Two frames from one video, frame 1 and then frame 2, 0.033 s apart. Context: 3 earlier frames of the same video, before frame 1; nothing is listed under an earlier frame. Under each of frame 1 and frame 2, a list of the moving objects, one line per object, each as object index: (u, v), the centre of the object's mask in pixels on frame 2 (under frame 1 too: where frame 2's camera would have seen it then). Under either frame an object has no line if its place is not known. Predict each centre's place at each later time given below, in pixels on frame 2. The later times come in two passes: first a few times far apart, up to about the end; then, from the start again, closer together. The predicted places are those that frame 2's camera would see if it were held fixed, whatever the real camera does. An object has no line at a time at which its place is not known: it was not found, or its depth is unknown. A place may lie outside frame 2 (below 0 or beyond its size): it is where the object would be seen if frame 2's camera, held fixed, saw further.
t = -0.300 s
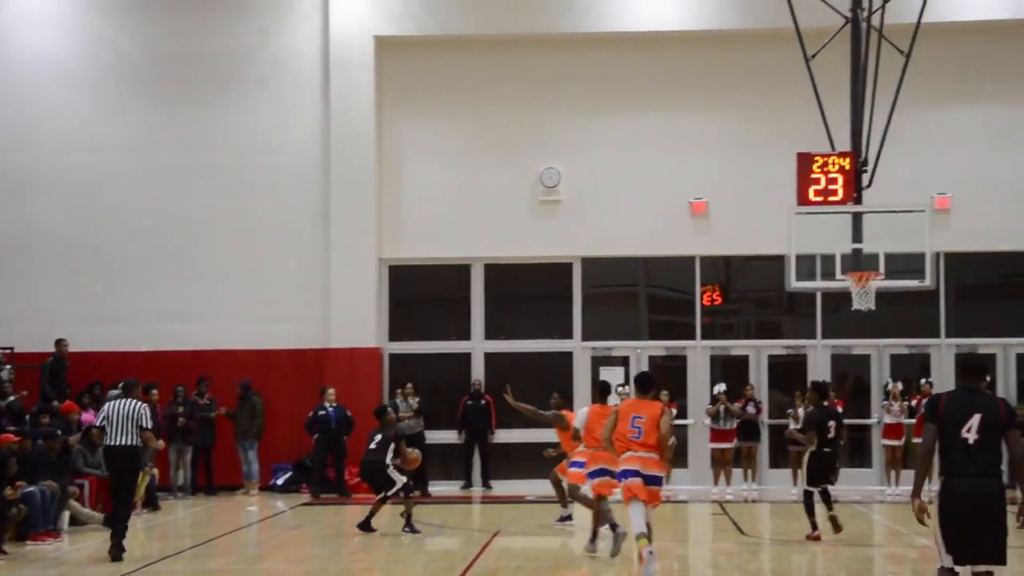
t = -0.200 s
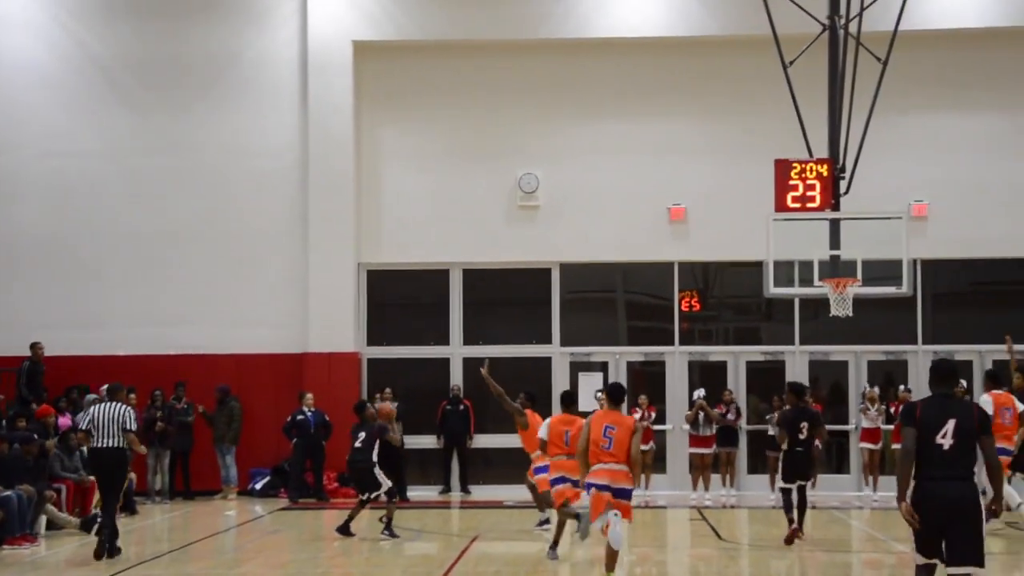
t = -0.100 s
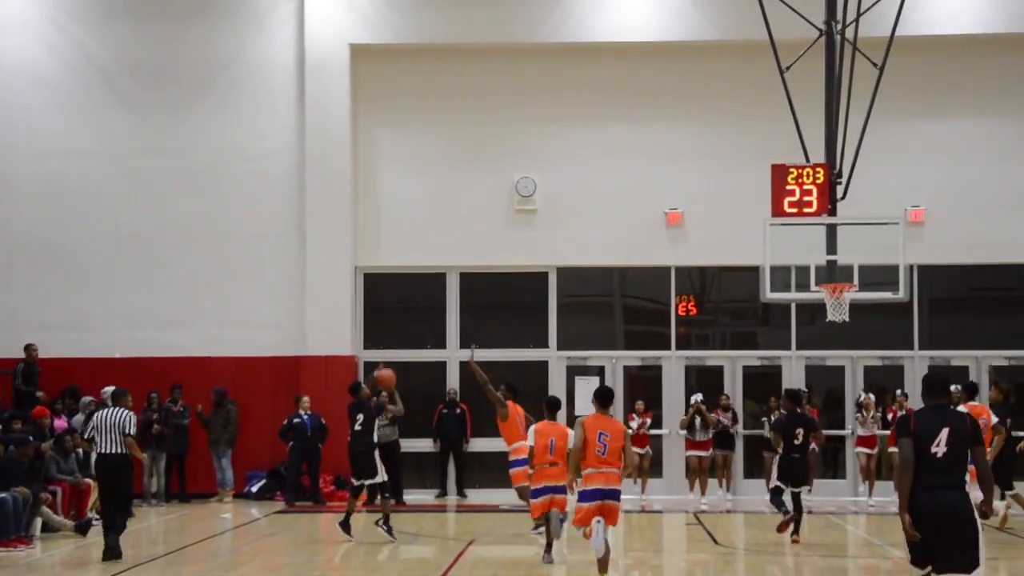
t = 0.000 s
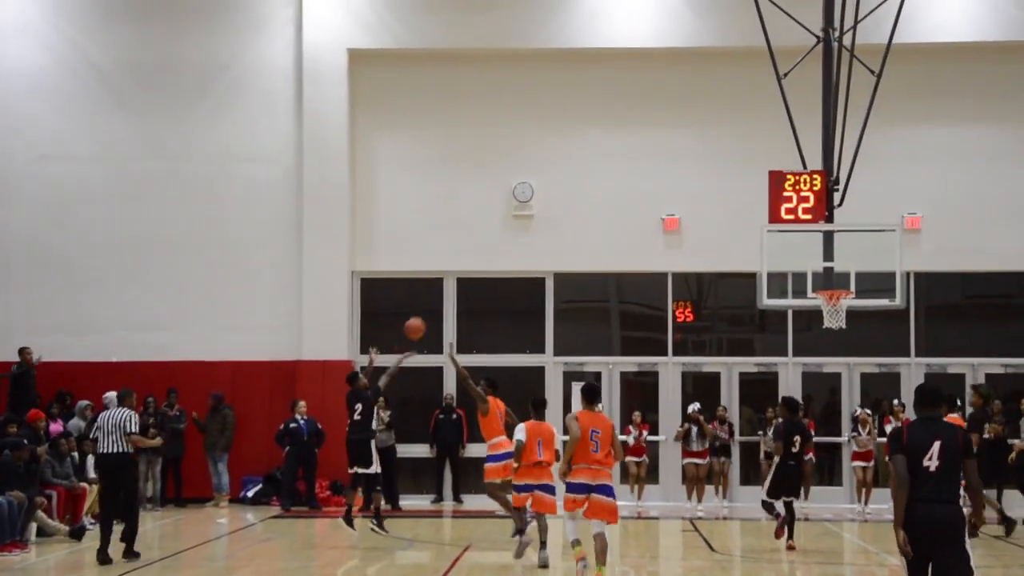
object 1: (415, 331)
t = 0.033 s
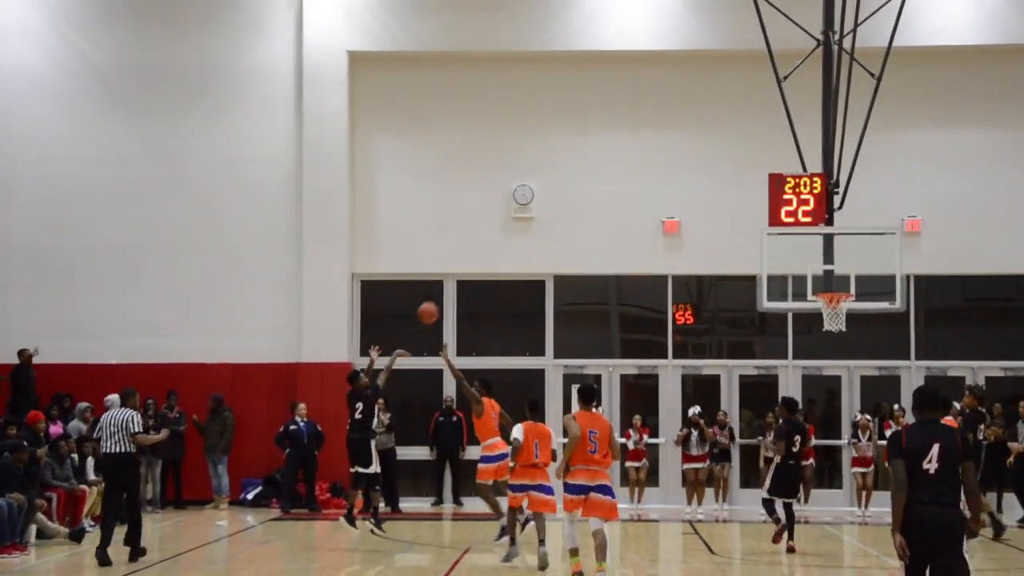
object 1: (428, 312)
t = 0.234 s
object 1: (505, 228)
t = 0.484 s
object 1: (595, 172)
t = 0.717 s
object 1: (673, 167)
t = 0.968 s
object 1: (751, 208)
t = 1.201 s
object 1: (823, 284)
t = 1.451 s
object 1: (853, 370)
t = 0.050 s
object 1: (434, 304)
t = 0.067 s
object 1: (440, 296)
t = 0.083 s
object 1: (447, 288)
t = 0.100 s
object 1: (454, 281)
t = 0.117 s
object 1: (461, 274)
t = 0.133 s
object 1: (467, 267)
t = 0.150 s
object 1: (474, 259)
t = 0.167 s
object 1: (480, 252)
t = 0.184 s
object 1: (486, 246)
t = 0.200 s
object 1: (492, 240)
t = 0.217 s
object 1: (499, 234)
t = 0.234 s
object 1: (505, 228)
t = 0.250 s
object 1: (511, 223)
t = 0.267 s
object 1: (517, 218)
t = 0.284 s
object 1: (523, 214)
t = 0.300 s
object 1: (529, 209)
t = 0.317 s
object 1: (536, 205)
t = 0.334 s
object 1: (542, 200)
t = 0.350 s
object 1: (548, 196)
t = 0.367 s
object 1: (554, 193)
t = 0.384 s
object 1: (560, 189)
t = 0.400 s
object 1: (566, 186)
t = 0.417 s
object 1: (571, 182)
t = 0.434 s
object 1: (578, 179)
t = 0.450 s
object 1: (584, 177)
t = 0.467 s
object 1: (589, 174)
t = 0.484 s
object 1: (595, 172)
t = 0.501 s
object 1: (601, 170)
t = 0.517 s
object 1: (607, 169)
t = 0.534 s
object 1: (612, 167)
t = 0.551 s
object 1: (618, 166)
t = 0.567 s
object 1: (623, 165)
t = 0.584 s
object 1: (629, 165)
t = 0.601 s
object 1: (635, 164)
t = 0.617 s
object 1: (640, 164)
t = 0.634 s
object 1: (646, 164)
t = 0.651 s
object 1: (651, 164)
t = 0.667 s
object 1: (657, 164)
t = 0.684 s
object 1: (662, 165)
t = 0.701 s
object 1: (668, 166)
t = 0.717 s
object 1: (673, 167)
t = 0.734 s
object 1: (679, 168)
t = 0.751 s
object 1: (684, 170)
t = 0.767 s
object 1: (689, 171)
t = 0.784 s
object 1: (695, 173)
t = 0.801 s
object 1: (700, 175)
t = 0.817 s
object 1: (706, 177)
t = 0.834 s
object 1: (711, 180)
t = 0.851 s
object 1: (716, 183)
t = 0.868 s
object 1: (721, 186)
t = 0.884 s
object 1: (726, 189)
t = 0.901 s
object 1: (731, 192)
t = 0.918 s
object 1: (736, 196)
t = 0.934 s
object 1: (741, 200)
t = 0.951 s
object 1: (746, 204)
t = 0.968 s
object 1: (751, 208)
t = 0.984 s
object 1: (757, 212)
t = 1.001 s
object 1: (761, 216)
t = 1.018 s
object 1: (766, 222)
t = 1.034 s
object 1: (771, 226)
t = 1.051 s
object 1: (776, 231)
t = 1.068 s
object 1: (782, 237)
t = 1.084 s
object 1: (787, 241)
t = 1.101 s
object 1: (792, 247)
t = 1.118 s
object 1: (798, 252)
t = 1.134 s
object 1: (803, 258)
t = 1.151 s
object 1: (808, 264)
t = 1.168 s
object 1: (813, 271)
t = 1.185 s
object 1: (818, 277)
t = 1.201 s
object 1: (823, 284)
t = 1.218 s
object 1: (828, 287)
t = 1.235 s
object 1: (833, 298)
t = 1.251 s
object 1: (835, 302)
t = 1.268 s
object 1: (833, 301)
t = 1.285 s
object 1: (833, 300)
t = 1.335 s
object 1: (843, 330)
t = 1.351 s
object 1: (844, 334)
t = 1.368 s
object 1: (847, 340)
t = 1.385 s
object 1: (848, 346)
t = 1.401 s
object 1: (850, 351)
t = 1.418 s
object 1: (850, 357)
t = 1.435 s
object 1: (850, 363)
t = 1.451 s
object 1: (853, 370)
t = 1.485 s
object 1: (854, 384)
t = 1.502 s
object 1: (856, 391)
